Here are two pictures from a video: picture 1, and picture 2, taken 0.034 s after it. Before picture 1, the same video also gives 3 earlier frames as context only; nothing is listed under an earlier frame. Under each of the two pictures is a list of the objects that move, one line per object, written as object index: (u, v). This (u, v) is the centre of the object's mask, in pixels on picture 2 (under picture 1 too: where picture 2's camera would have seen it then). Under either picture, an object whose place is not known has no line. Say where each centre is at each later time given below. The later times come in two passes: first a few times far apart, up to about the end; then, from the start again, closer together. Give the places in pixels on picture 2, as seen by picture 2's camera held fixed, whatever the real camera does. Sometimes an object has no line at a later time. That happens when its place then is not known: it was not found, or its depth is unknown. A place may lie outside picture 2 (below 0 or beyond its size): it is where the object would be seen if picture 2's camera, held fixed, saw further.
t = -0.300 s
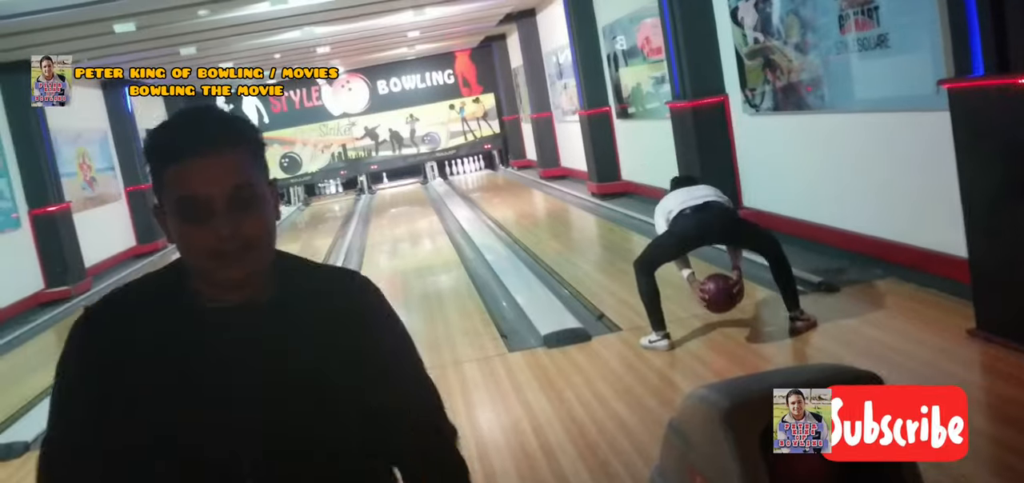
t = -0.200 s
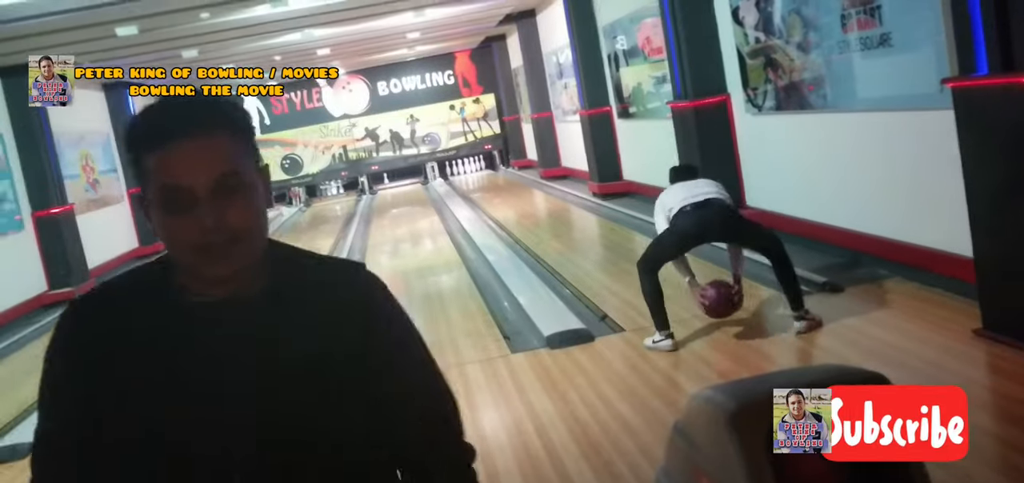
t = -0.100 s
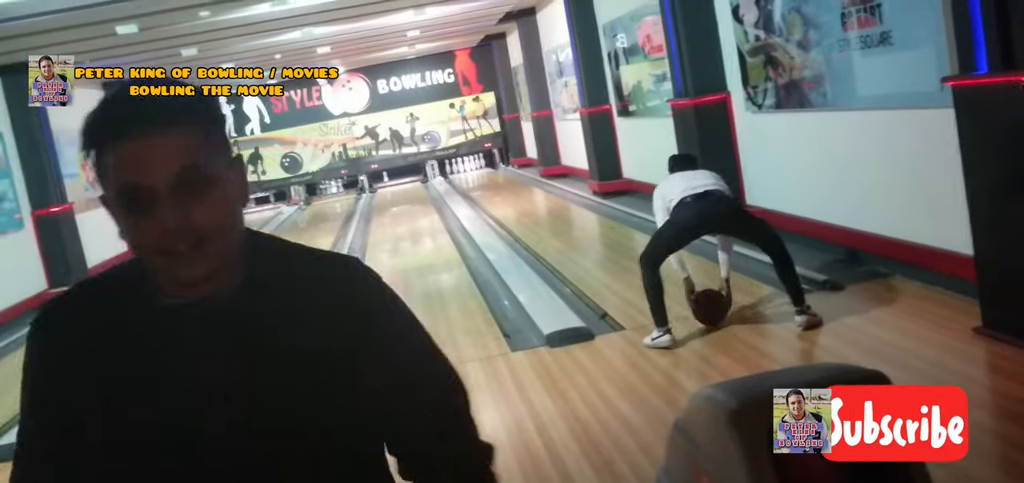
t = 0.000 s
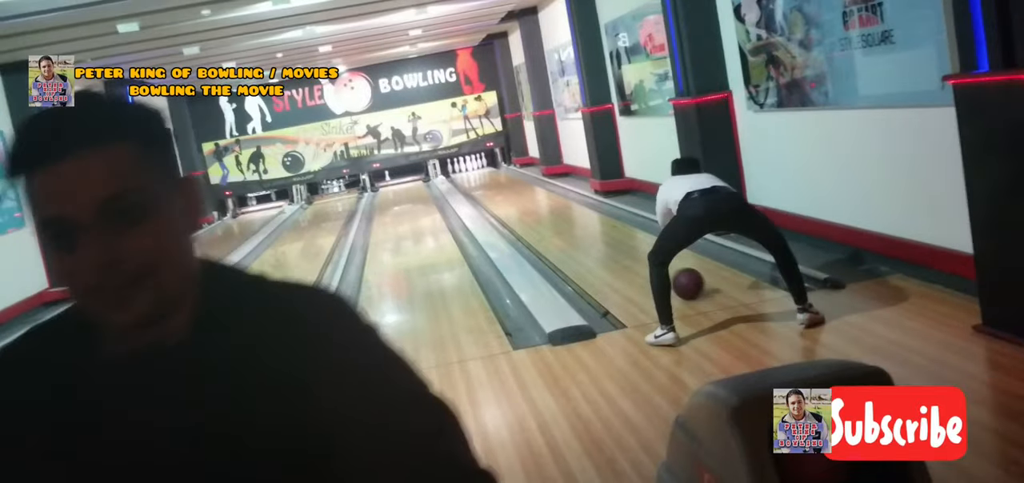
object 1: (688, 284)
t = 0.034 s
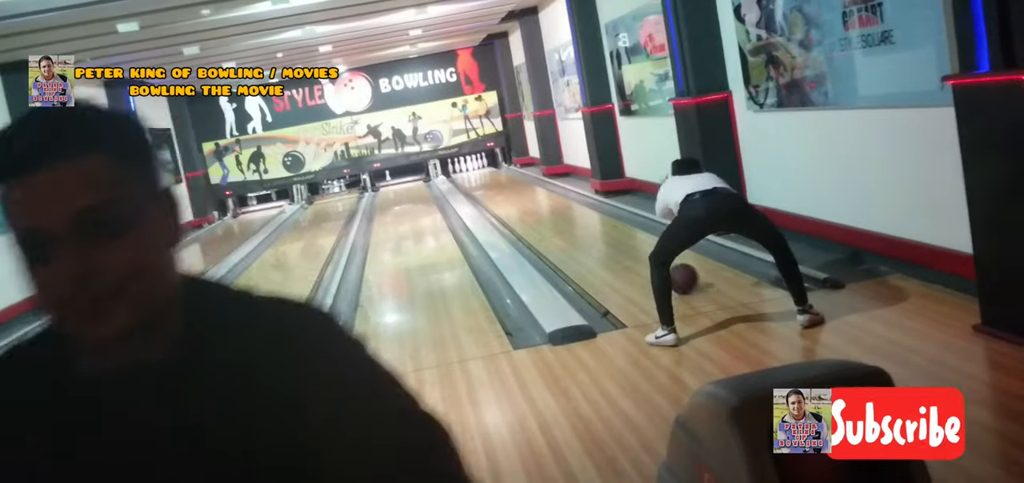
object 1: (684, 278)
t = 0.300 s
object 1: (648, 248)
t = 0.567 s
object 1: (628, 230)
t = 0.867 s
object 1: (611, 213)
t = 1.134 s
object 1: (601, 204)
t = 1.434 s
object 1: (586, 199)
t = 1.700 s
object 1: (574, 194)
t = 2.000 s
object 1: (560, 189)
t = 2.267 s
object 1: (550, 185)
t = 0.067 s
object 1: (682, 274)
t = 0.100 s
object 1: (680, 271)
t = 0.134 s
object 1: (679, 267)
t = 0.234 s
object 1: (652, 252)
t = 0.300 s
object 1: (648, 248)
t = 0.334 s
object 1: (646, 246)
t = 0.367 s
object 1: (643, 243)
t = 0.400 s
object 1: (640, 240)
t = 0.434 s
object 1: (637, 238)
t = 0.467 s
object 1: (635, 236)
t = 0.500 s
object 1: (632, 233)
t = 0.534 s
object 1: (630, 231)
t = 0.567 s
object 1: (628, 230)
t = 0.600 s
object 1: (625, 227)
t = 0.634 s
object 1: (623, 225)
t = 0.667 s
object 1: (621, 223)
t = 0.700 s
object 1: (619, 221)
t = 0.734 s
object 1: (618, 219)
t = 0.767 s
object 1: (616, 218)
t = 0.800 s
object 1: (614, 217)
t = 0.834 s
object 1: (612, 215)
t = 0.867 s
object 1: (611, 213)
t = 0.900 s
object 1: (609, 212)
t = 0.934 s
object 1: (608, 210)
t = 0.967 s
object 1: (606, 209)
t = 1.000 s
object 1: (605, 207)
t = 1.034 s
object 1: (604, 206)
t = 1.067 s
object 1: (603, 205)
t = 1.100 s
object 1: (602, 204)
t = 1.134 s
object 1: (601, 204)
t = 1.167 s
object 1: (601, 204)
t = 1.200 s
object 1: (601, 204)
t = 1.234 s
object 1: (601, 204)
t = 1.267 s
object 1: (597, 203)
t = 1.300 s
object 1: (594, 201)
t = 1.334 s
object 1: (591, 200)
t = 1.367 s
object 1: (589, 200)
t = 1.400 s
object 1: (587, 199)
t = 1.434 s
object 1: (586, 199)
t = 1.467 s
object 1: (585, 198)
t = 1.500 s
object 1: (584, 199)
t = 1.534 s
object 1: (582, 197)
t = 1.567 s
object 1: (580, 197)
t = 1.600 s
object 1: (578, 197)
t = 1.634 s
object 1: (577, 195)
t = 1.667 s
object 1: (575, 195)
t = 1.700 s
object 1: (574, 194)
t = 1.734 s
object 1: (572, 193)
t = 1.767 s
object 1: (570, 193)
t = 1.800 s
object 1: (569, 192)
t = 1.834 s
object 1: (567, 192)
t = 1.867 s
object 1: (566, 191)
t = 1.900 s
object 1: (564, 190)
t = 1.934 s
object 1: (563, 190)
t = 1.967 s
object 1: (561, 189)
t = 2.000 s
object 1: (560, 189)
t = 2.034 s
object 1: (559, 189)
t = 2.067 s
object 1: (557, 188)
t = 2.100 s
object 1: (556, 187)
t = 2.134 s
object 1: (555, 187)
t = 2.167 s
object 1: (554, 186)
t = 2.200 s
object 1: (552, 186)
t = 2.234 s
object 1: (551, 186)
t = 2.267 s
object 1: (550, 185)
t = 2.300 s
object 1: (549, 185)
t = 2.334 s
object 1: (548, 184)
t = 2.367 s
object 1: (548, 184)
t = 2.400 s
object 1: (546, 183)
